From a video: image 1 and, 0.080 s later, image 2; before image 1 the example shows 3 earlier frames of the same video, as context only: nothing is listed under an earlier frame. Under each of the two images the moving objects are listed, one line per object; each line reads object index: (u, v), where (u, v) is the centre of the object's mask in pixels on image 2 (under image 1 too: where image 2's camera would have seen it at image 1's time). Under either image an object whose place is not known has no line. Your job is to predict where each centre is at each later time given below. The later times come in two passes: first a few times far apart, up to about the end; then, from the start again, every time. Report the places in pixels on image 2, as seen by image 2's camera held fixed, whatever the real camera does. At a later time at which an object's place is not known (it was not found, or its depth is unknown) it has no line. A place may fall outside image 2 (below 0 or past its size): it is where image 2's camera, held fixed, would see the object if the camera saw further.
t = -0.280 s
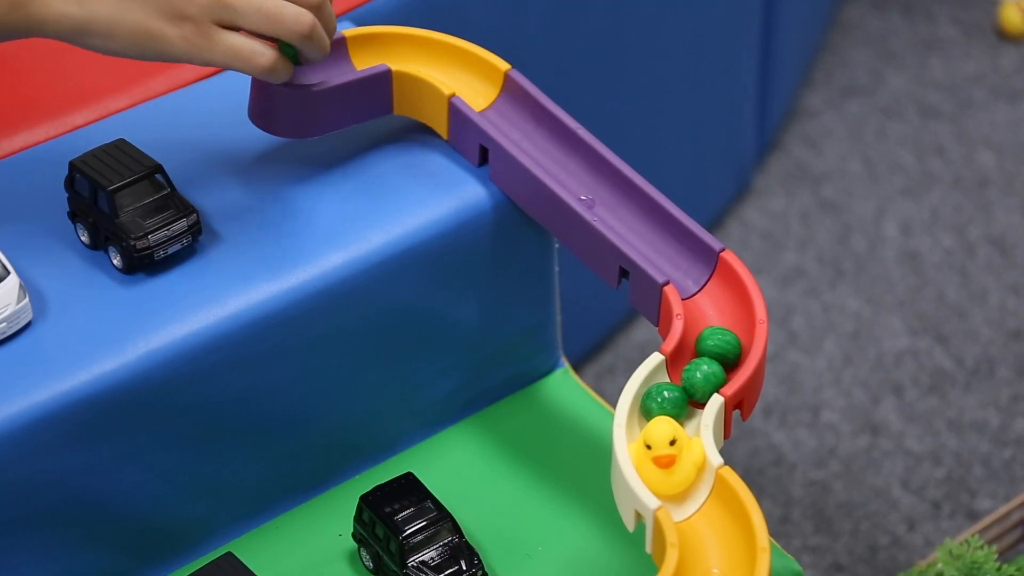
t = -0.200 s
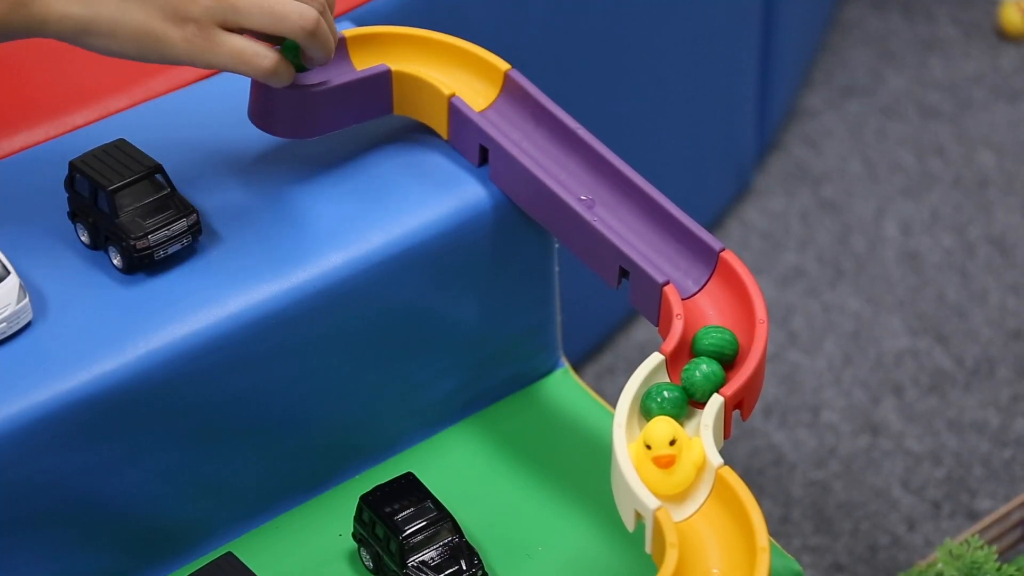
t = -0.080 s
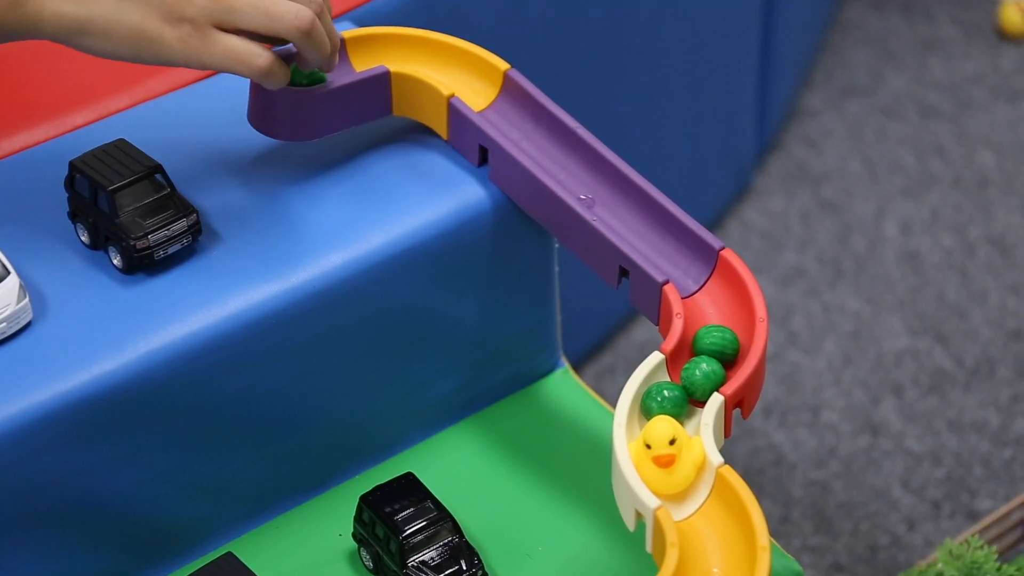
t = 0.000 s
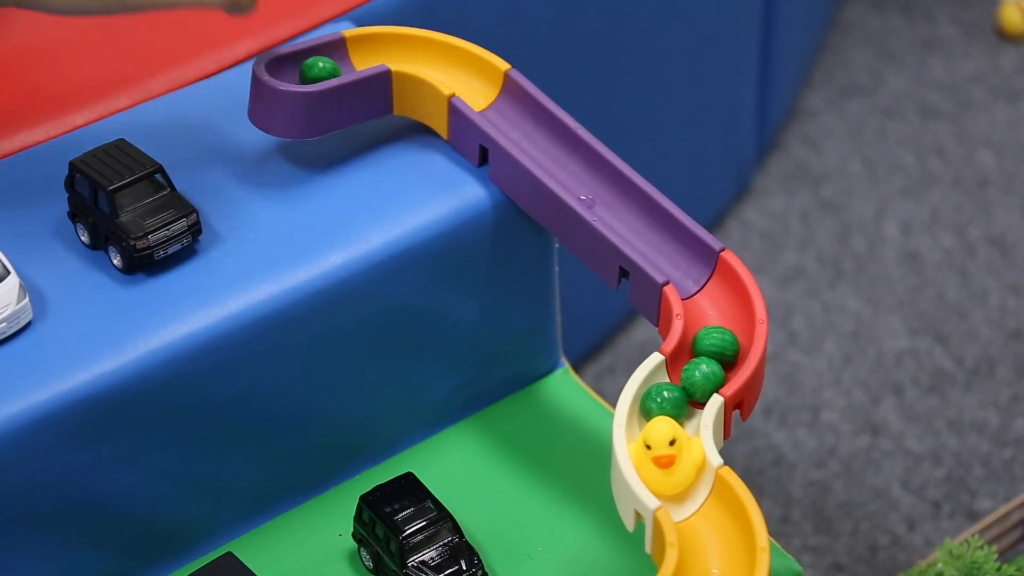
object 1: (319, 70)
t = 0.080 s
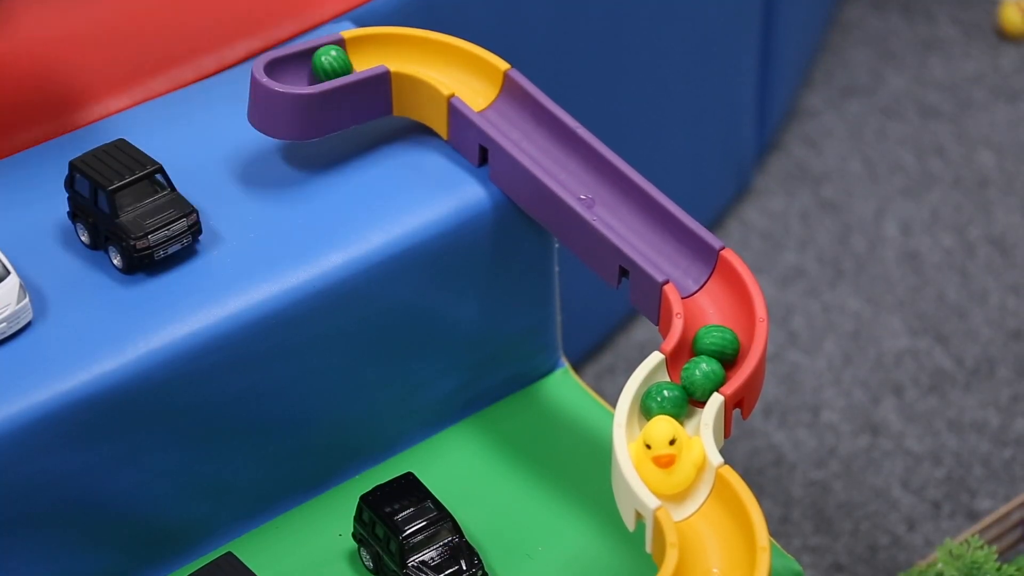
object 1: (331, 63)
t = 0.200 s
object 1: (375, 56)
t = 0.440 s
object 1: (522, 124)
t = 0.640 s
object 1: (685, 270)
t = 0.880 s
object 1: (715, 312)
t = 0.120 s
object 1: (343, 61)
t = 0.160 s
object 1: (359, 58)
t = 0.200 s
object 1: (375, 56)
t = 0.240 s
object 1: (393, 53)
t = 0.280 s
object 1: (415, 52)
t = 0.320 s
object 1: (441, 64)
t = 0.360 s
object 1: (469, 85)
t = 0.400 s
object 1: (496, 102)
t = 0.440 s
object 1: (522, 124)
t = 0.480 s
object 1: (546, 151)
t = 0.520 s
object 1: (575, 176)
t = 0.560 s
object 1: (612, 204)
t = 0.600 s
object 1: (648, 235)
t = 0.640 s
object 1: (685, 270)
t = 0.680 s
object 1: (725, 306)
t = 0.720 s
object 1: (732, 311)
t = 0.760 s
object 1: (732, 309)
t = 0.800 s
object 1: (731, 310)
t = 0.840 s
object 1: (718, 312)
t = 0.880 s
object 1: (715, 312)
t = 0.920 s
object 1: (719, 311)
